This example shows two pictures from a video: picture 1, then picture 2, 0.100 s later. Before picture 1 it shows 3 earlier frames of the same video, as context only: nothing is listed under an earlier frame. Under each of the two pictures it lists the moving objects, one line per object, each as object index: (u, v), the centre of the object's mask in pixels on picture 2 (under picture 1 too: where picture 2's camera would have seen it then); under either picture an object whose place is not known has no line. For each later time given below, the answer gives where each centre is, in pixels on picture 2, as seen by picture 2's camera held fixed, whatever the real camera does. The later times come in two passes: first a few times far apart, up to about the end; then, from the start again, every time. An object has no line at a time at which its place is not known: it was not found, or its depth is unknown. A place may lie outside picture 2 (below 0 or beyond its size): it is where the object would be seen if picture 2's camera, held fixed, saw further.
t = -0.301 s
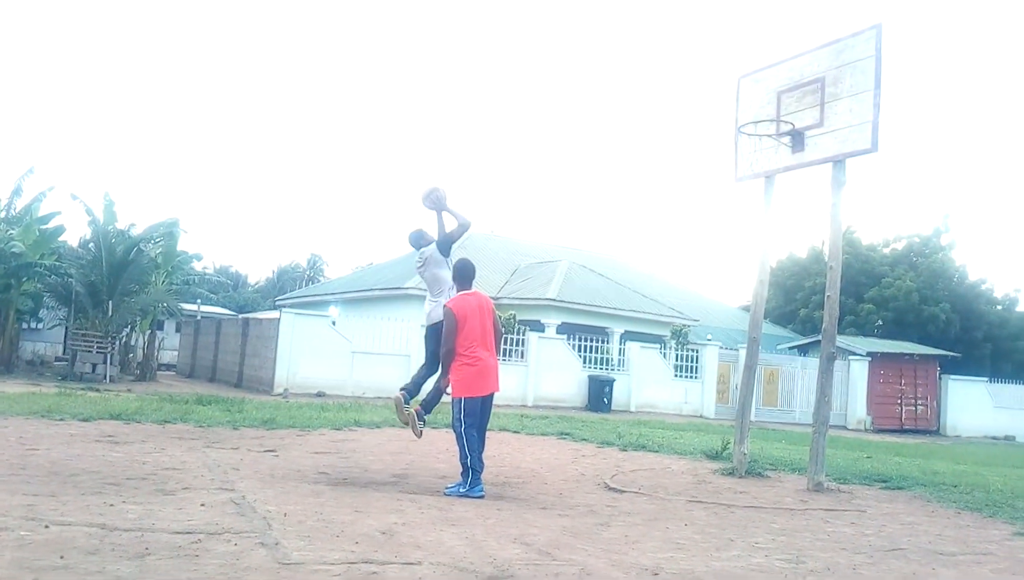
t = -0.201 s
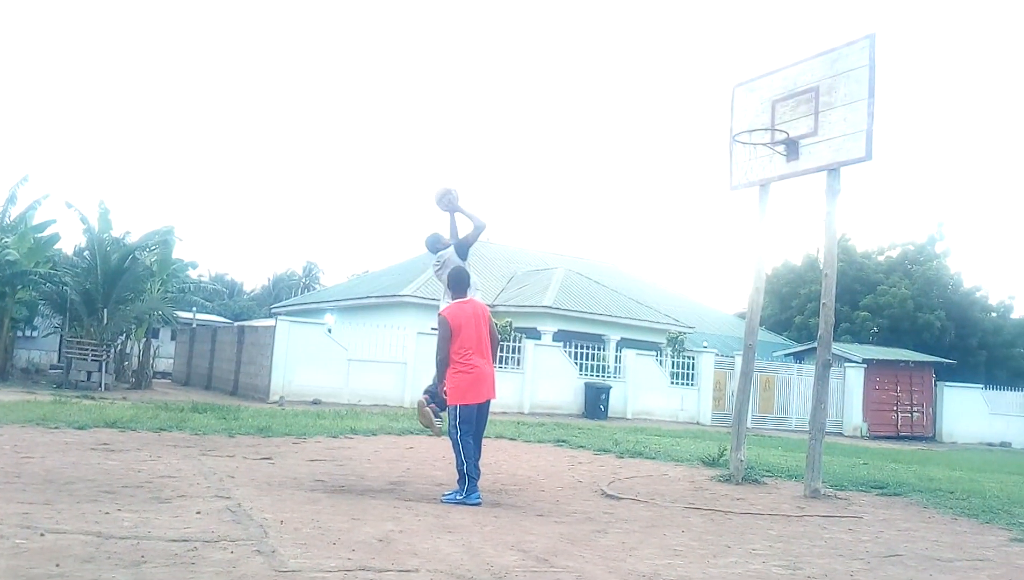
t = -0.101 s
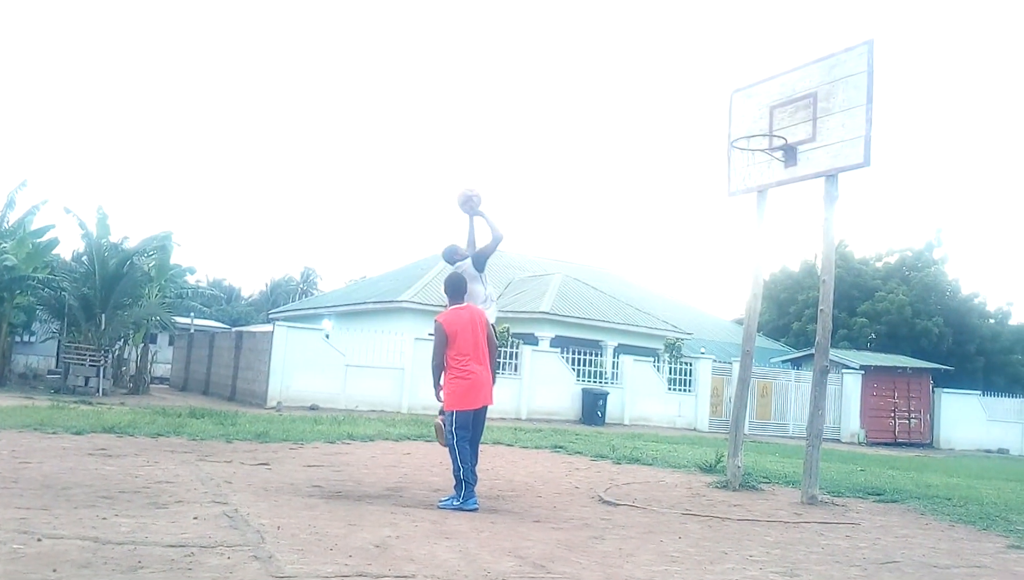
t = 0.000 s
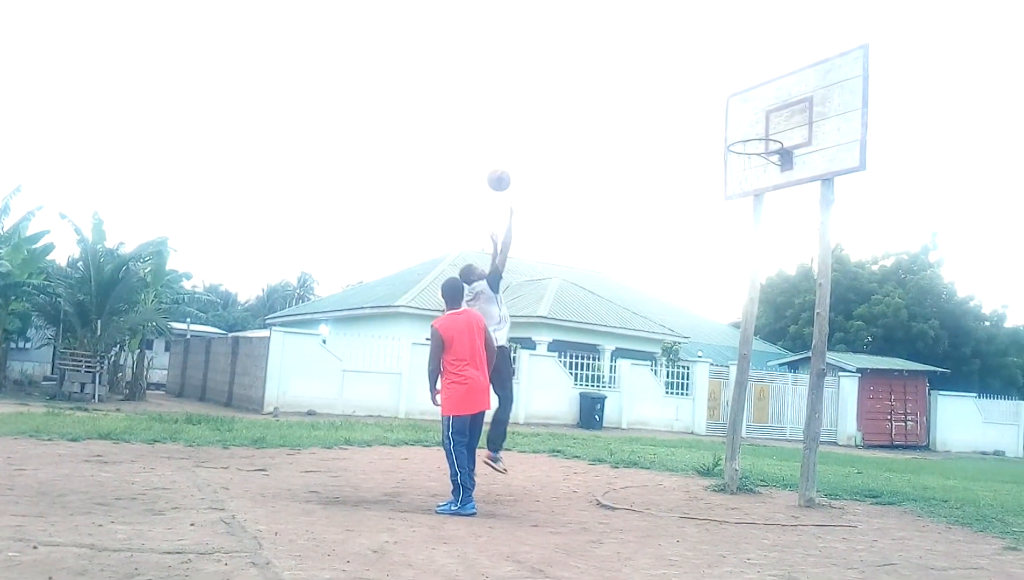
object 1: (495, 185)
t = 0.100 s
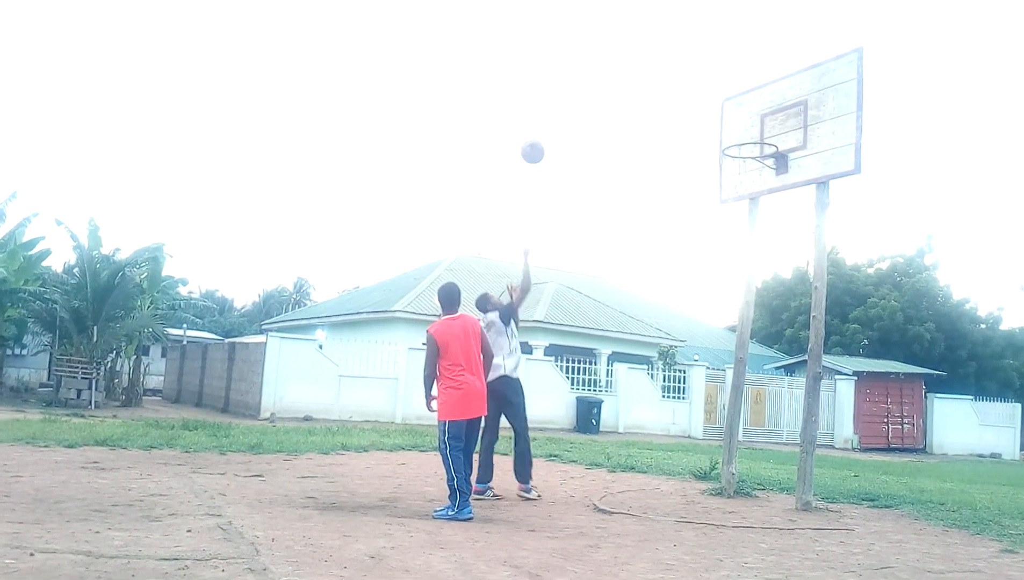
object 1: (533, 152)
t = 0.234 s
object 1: (581, 125)
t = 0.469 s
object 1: (665, 119)
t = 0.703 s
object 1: (696, 144)
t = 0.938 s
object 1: (641, 176)
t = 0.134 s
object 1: (545, 143)
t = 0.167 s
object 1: (558, 136)
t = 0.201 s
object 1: (569, 130)
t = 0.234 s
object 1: (581, 125)
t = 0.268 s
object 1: (593, 121)
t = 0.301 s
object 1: (605, 118)
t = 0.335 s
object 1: (617, 115)
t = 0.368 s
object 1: (629, 115)
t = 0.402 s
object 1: (641, 115)
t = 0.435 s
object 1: (653, 117)
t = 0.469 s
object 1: (665, 119)
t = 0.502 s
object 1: (677, 123)
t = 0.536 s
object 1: (688, 128)
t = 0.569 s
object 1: (699, 135)
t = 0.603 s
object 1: (711, 142)
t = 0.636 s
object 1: (712, 145)
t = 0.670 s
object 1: (704, 144)
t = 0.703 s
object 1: (696, 144)
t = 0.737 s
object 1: (688, 145)
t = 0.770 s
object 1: (680, 148)
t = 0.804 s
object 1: (672, 151)
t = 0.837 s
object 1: (664, 156)
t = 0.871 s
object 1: (657, 162)
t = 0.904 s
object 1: (649, 169)
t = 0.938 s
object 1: (641, 176)
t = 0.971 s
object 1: (633, 185)
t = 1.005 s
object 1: (625, 194)
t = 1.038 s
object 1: (618, 205)
